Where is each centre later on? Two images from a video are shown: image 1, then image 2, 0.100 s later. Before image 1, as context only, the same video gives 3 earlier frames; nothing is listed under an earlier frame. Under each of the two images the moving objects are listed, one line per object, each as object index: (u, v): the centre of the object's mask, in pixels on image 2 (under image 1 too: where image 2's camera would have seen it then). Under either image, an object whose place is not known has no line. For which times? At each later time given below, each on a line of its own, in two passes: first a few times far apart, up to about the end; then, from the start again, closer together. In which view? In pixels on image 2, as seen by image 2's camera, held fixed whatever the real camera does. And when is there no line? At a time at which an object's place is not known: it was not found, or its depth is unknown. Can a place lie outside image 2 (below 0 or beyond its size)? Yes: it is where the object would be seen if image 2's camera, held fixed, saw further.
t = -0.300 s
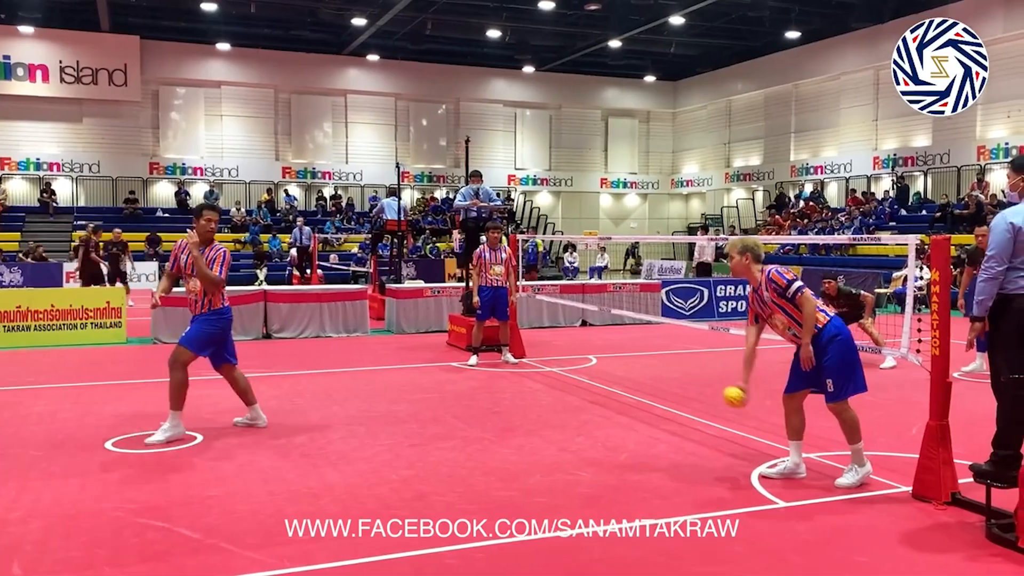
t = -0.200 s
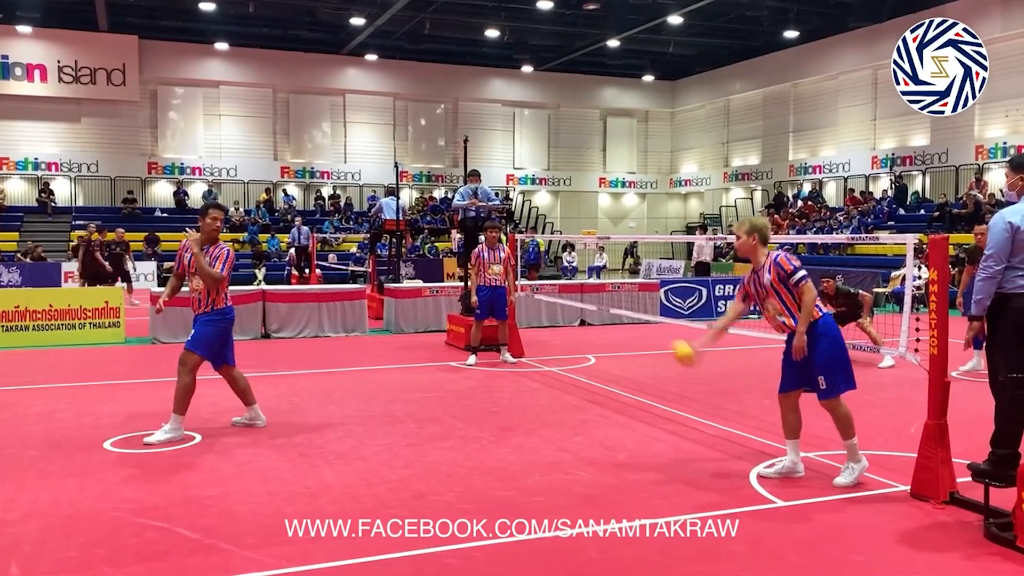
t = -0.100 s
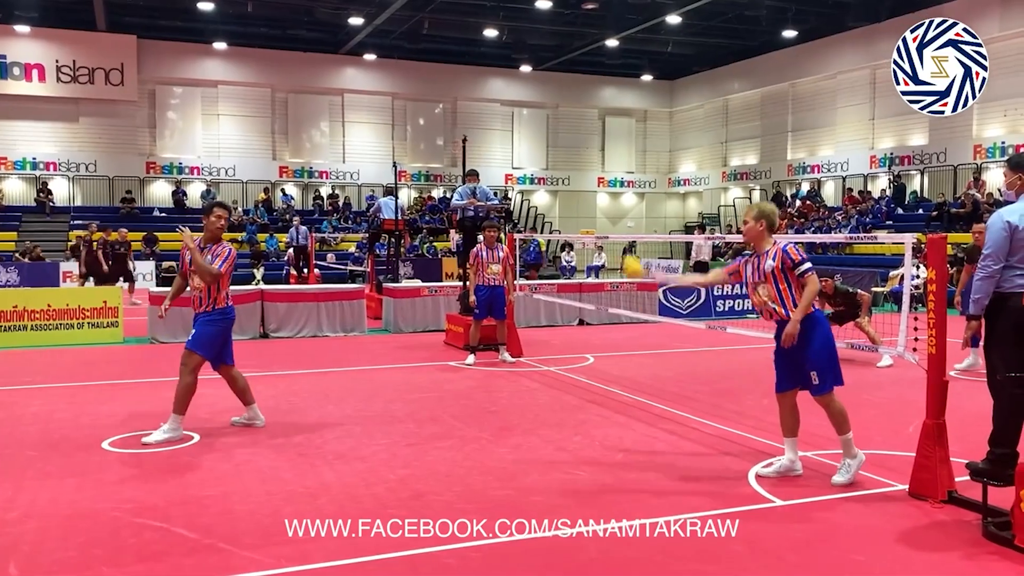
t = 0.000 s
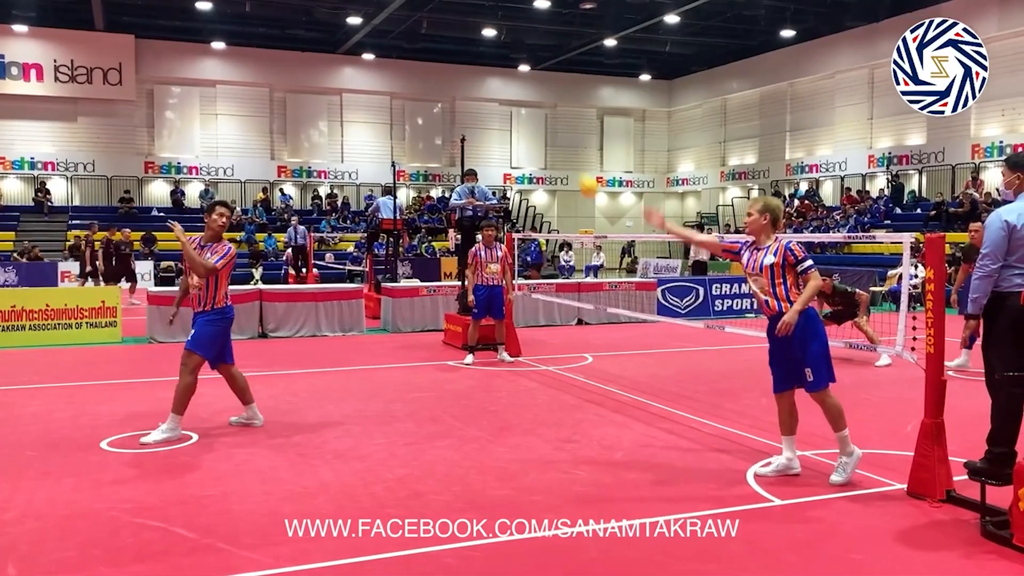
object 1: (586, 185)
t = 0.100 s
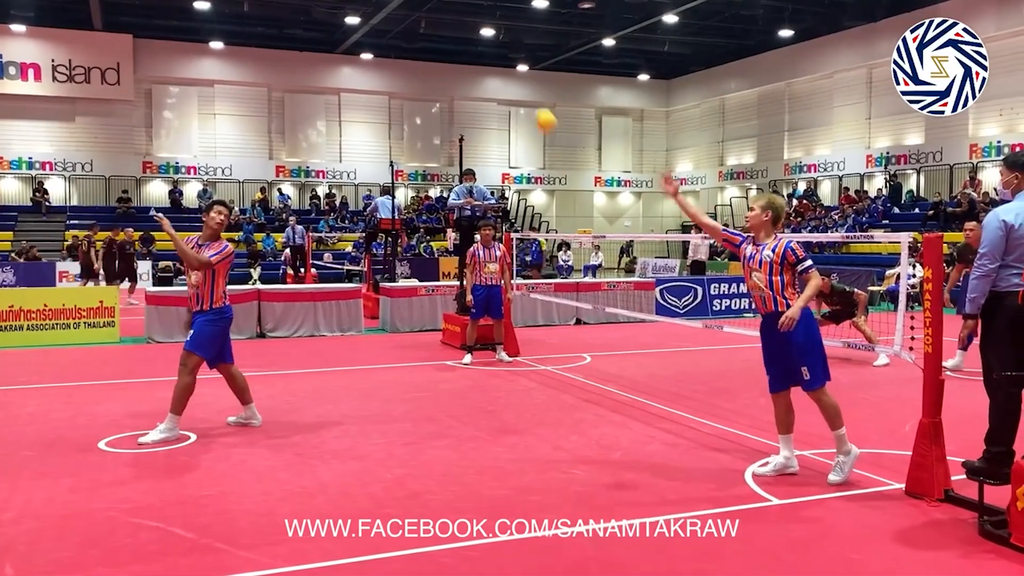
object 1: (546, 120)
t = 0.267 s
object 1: (477, 46)
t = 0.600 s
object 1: (347, 23)
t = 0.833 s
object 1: (264, 98)
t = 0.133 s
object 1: (532, 102)
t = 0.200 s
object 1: (504, 70)
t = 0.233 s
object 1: (490, 57)
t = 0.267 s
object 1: (477, 46)
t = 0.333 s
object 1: (450, 28)
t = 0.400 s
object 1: (424, 17)
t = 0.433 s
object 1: (411, 14)
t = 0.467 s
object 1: (398, 12)
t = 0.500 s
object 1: (385, 13)
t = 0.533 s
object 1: (372, 14)
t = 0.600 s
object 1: (347, 23)
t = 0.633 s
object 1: (334, 29)
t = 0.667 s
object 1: (322, 37)
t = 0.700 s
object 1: (311, 47)
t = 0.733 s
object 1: (299, 58)
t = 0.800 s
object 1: (276, 84)
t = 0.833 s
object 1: (264, 98)
